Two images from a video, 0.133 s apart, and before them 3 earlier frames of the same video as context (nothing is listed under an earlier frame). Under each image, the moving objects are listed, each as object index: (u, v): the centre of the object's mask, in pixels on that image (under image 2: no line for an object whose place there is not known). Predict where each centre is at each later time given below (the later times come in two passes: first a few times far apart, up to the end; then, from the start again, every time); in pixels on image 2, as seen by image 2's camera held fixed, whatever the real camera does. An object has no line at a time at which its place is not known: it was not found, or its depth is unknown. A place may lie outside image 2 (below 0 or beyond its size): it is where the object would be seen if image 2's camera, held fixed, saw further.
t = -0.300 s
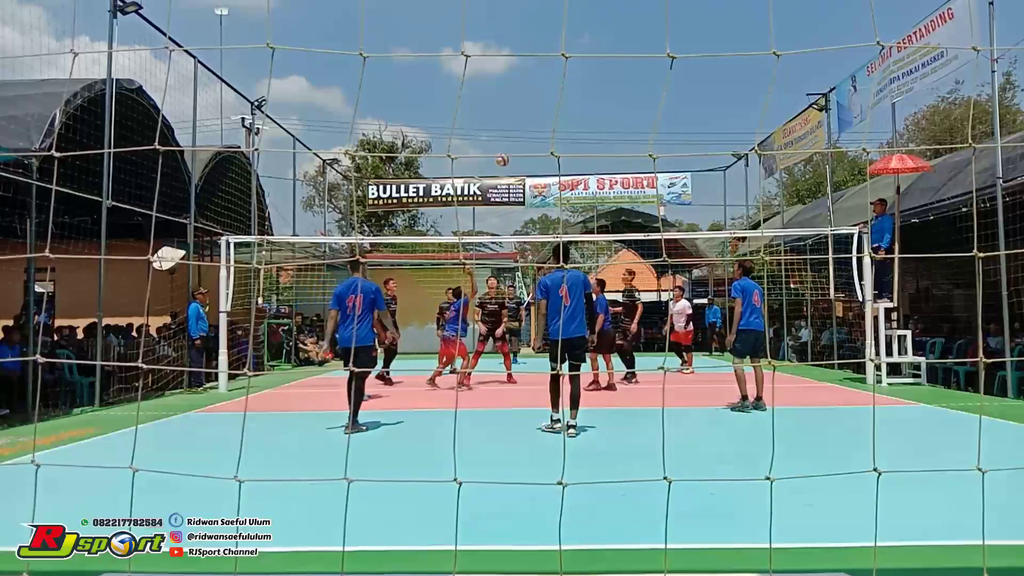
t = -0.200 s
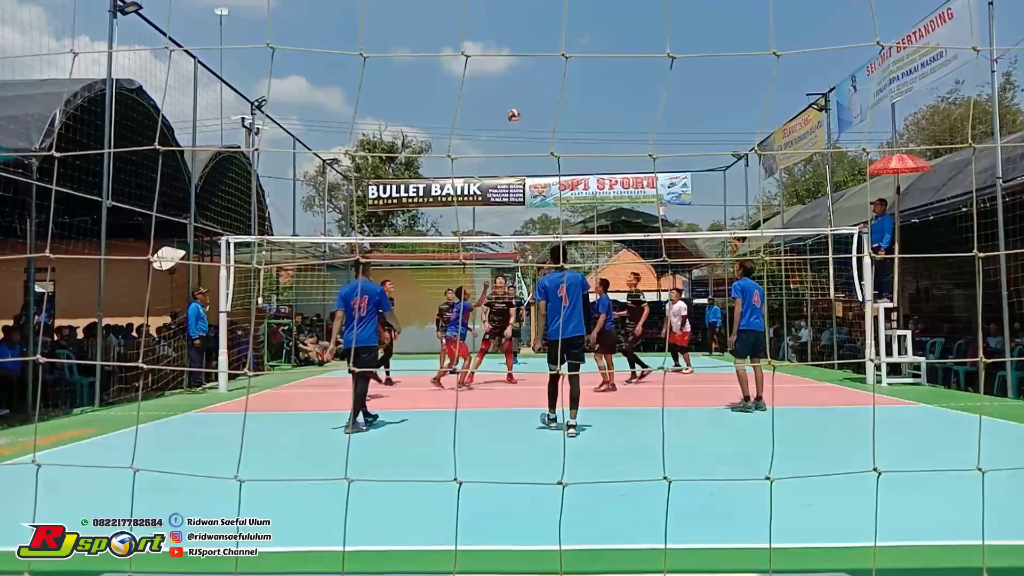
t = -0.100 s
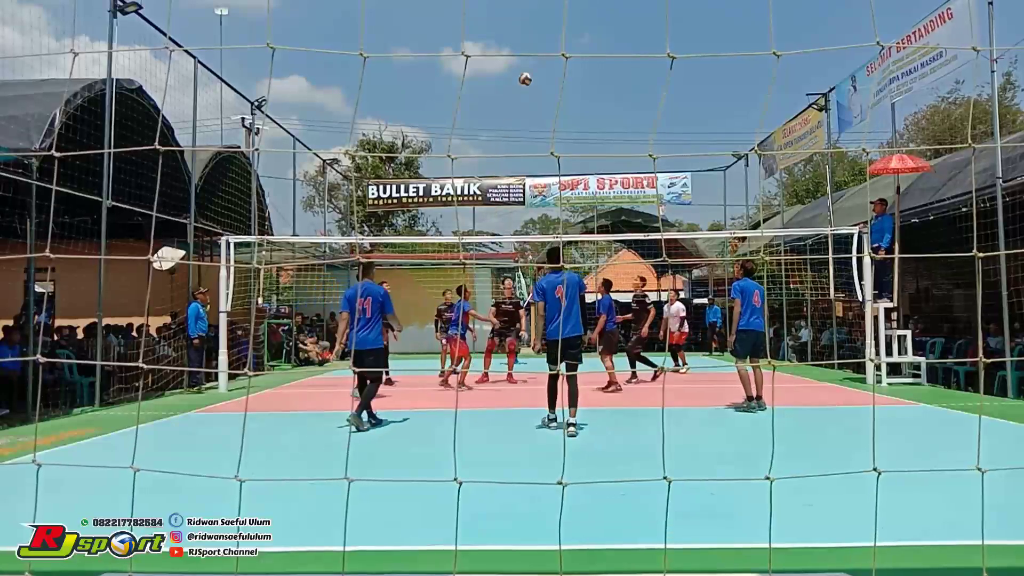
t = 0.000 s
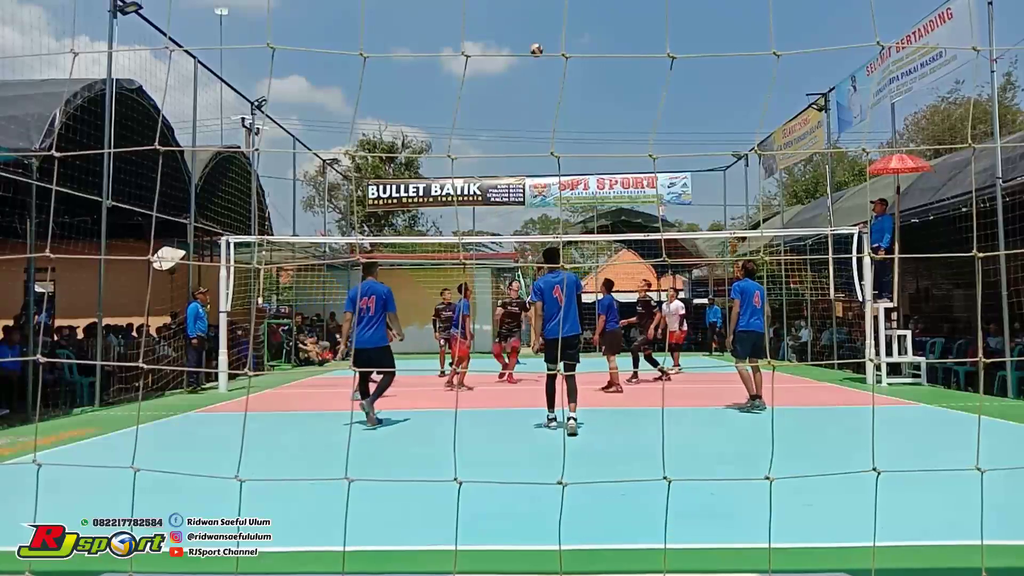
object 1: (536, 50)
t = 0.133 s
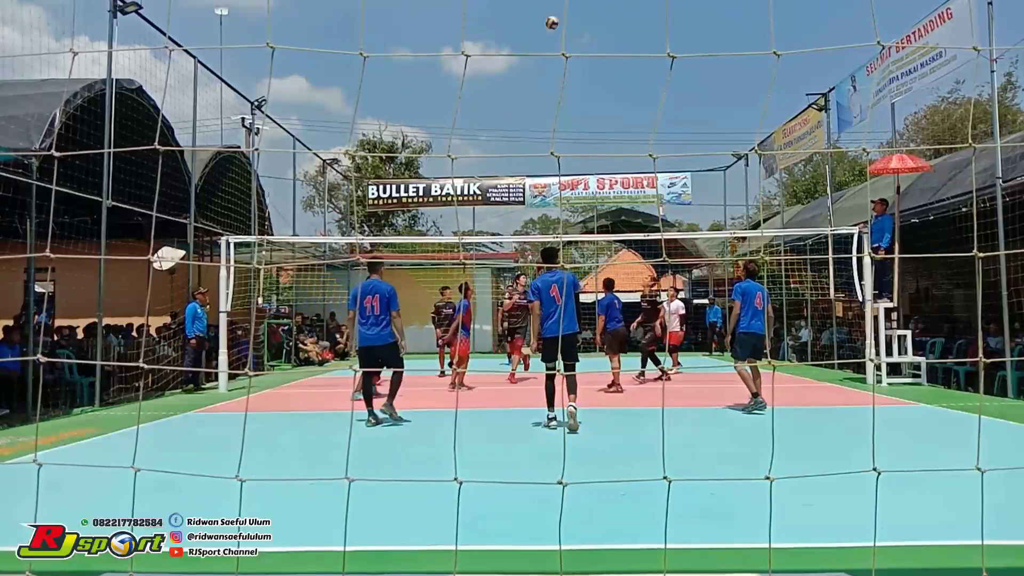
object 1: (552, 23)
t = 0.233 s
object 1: (563, 10)
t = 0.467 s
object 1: (590, 5)
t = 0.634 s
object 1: (610, 21)
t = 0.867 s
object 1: (637, 68)
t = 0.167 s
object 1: (555, 18)
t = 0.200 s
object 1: (559, 14)
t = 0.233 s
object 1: (563, 10)
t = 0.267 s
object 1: (567, 7)
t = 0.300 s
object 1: (571, 6)
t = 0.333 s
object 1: (575, 5)
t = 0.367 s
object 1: (578, 4)
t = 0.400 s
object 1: (583, 4)
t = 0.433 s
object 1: (586, 5)
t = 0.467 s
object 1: (590, 5)
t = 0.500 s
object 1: (594, 7)
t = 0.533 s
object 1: (598, 9)
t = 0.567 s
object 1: (602, 13)
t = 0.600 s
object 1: (606, 16)
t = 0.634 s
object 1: (610, 21)
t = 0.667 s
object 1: (614, 26)
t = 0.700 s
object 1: (618, 31)
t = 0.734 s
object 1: (621, 37)
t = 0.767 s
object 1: (625, 44)
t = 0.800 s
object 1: (629, 51)
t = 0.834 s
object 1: (633, 60)
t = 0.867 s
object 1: (637, 68)
